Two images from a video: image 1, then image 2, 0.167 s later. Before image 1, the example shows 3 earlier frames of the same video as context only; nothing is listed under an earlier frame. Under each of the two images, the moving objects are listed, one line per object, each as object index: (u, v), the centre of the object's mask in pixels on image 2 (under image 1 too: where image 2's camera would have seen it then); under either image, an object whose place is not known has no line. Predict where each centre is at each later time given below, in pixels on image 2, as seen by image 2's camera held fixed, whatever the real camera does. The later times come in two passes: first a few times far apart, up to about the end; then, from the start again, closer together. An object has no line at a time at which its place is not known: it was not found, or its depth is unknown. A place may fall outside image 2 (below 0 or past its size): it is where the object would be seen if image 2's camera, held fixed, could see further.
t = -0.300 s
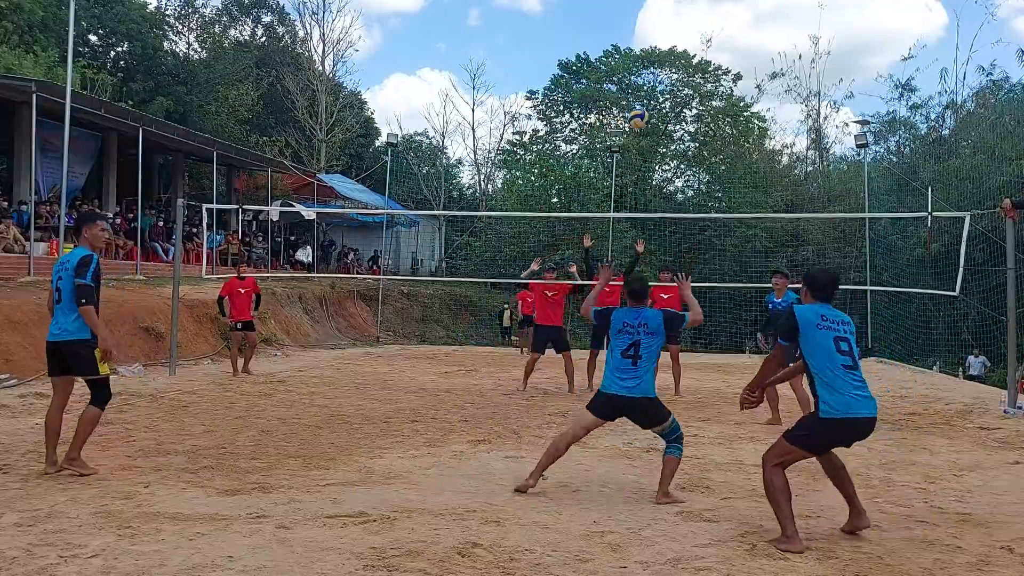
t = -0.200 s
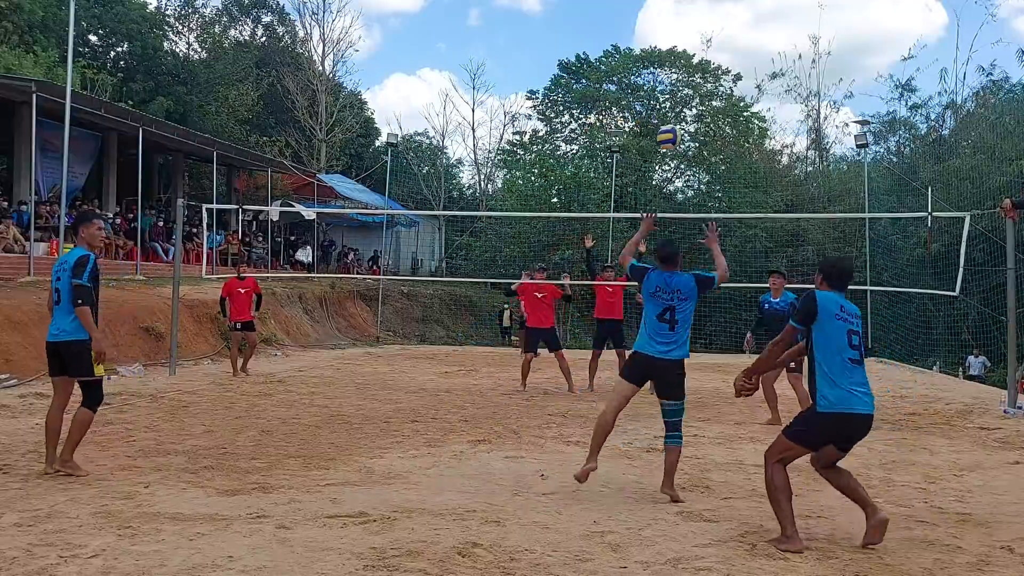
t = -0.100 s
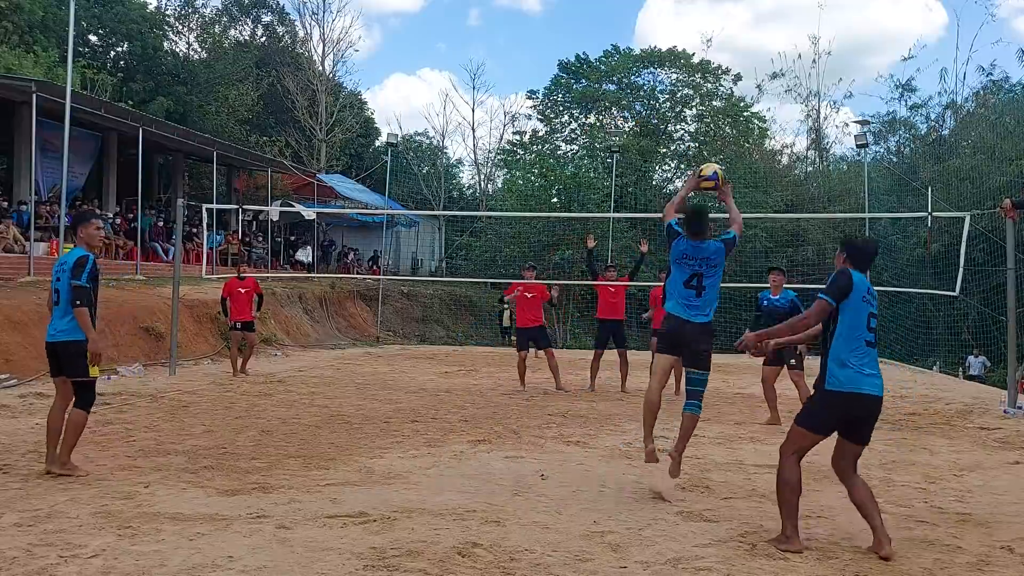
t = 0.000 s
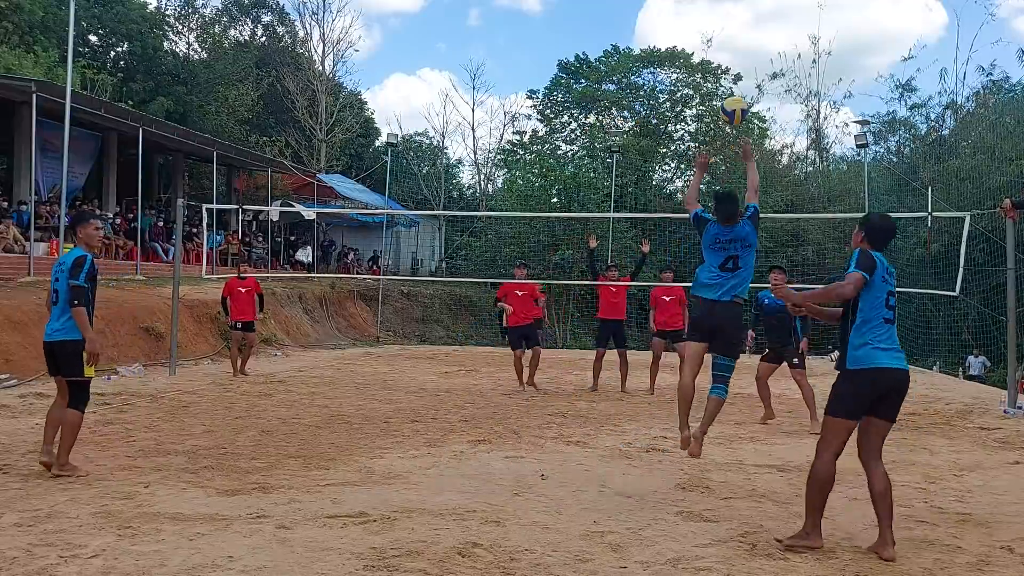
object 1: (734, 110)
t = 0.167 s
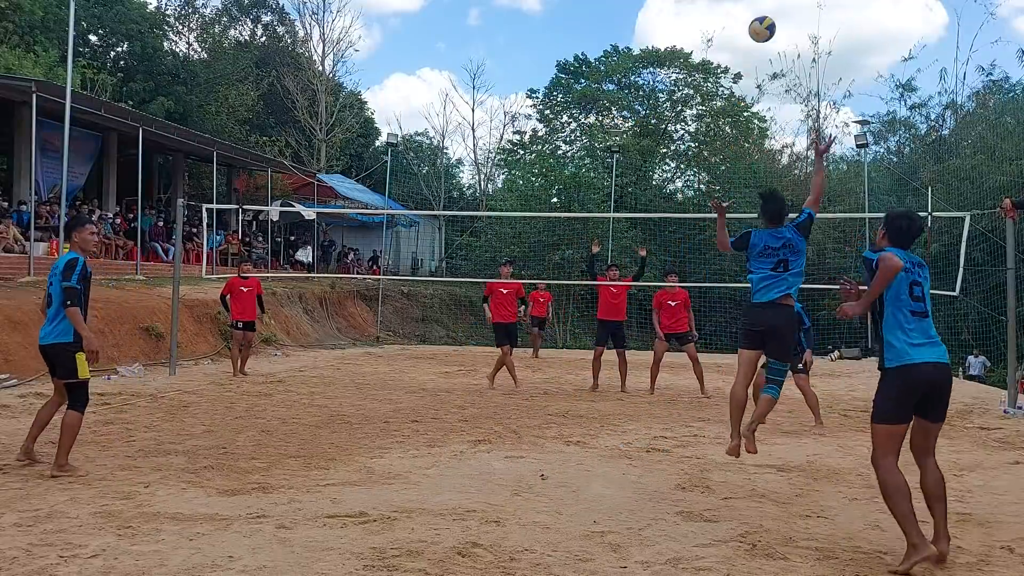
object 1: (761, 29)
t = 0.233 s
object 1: (772, 10)
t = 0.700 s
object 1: (832, 30)
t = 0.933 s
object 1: (857, 116)
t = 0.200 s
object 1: (767, 18)
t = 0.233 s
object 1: (772, 10)
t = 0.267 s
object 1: (776, 7)
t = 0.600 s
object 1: (821, 8)
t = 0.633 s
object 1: (825, 13)
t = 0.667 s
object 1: (829, 21)
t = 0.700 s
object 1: (832, 30)
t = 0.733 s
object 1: (836, 39)
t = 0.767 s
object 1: (839, 50)
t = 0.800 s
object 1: (843, 61)
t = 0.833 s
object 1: (846, 74)
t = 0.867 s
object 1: (850, 87)
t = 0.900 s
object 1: (853, 101)
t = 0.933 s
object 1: (857, 116)
